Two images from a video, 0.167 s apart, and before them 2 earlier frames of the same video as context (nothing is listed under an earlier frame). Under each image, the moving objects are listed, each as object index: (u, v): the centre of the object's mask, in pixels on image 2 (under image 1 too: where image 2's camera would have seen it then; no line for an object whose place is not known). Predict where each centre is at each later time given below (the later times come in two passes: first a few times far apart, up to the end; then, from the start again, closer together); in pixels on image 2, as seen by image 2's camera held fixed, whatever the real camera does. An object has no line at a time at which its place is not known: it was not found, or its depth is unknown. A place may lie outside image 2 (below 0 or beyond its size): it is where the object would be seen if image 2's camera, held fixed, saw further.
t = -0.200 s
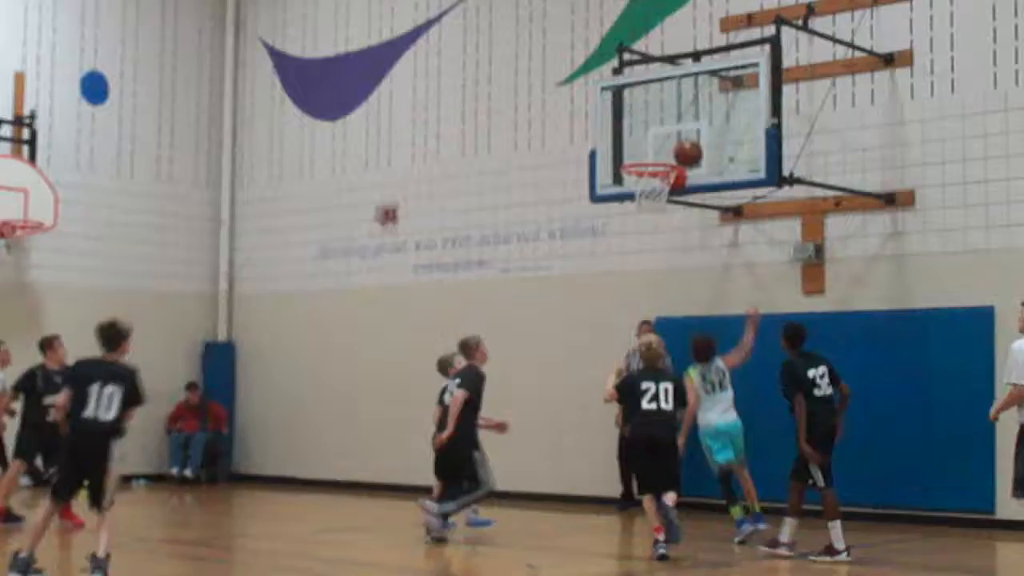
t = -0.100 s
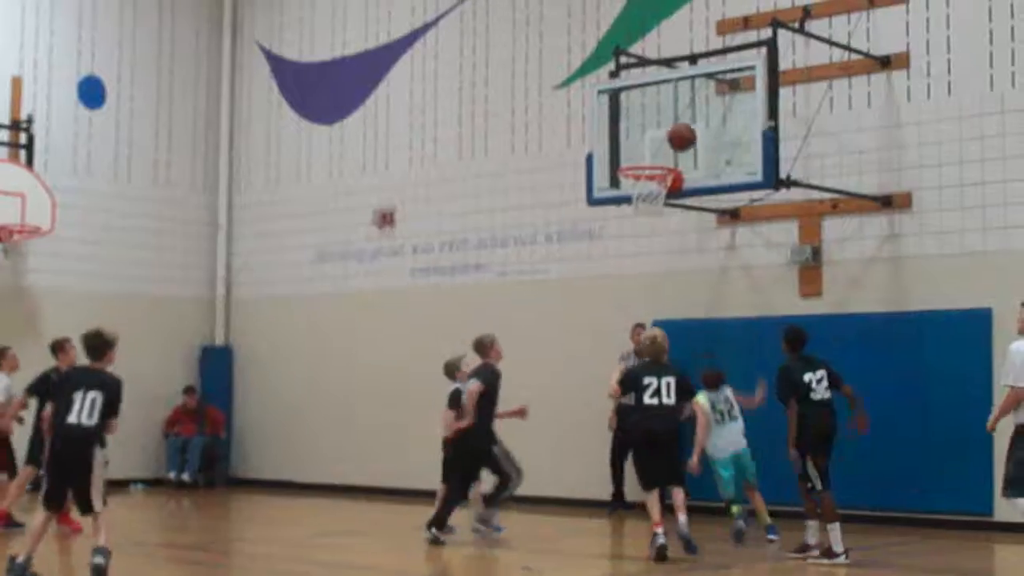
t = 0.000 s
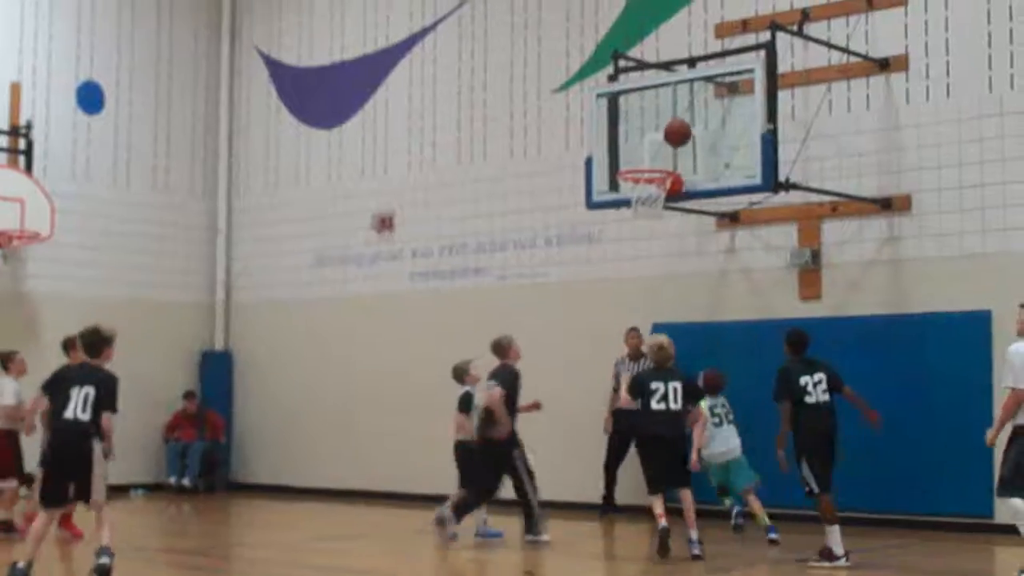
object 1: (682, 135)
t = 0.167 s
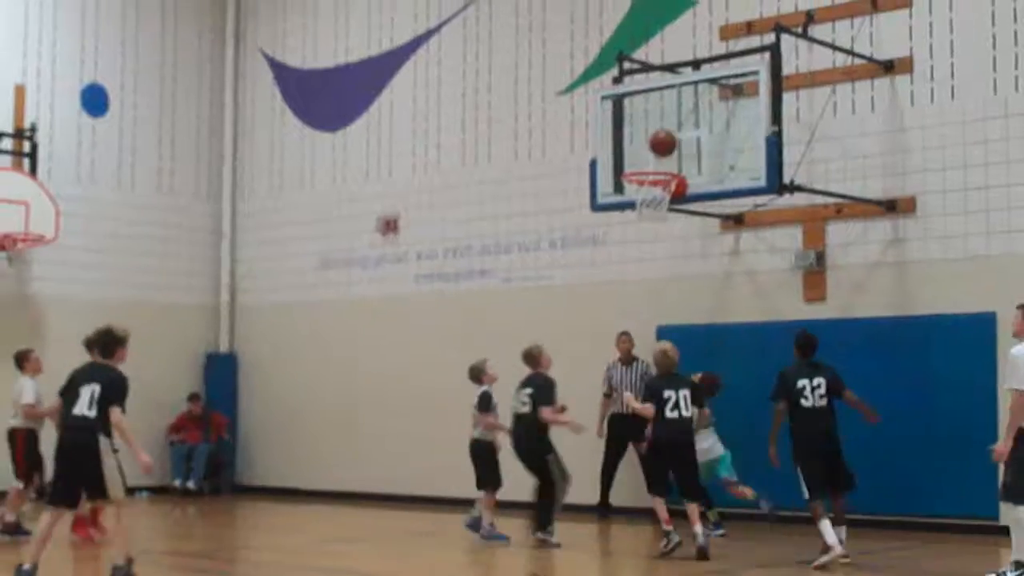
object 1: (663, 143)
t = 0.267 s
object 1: (645, 160)
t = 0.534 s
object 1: (667, 193)
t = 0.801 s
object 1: (659, 213)
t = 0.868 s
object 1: (650, 229)
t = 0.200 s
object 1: (657, 147)
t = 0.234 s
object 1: (651, 154)
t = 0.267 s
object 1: (645, 160)
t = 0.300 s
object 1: (639, 170)
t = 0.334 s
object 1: (638, 175)
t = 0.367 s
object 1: (642, 177)
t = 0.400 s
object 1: (651, 185)
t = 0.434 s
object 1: (656, 190)
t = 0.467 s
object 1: (661, 192)
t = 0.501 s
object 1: (664, 193)
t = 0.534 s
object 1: (667, 193)
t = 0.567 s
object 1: (670, 194)
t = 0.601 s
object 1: (671, 194)
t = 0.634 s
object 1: (671, 195)
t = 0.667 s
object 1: (669, 196)
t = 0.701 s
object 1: (668, 199)
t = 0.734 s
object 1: (666, 207)
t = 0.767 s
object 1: (663, 210)
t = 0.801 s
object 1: (659, 213)
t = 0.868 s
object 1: (650, 229)
